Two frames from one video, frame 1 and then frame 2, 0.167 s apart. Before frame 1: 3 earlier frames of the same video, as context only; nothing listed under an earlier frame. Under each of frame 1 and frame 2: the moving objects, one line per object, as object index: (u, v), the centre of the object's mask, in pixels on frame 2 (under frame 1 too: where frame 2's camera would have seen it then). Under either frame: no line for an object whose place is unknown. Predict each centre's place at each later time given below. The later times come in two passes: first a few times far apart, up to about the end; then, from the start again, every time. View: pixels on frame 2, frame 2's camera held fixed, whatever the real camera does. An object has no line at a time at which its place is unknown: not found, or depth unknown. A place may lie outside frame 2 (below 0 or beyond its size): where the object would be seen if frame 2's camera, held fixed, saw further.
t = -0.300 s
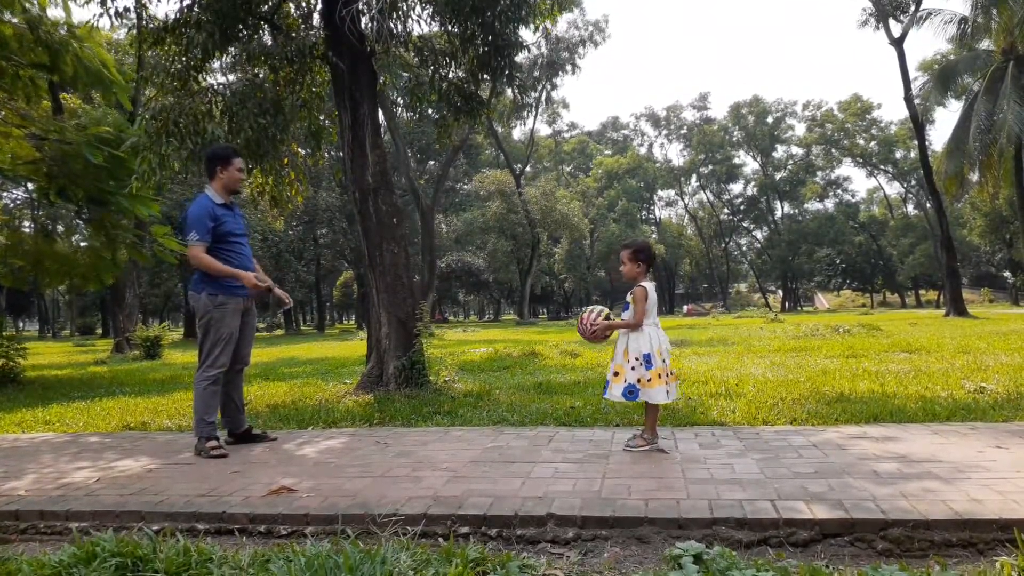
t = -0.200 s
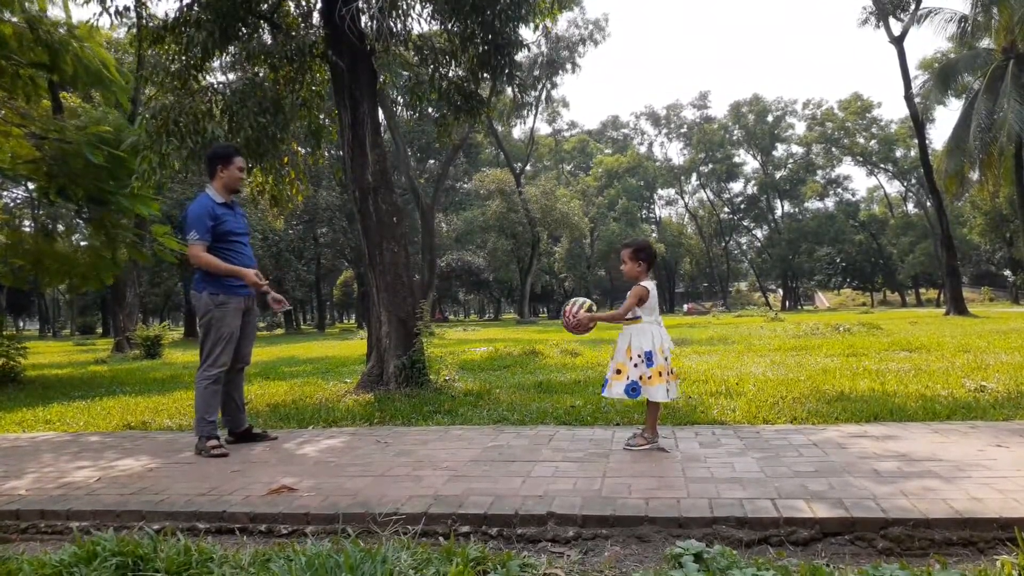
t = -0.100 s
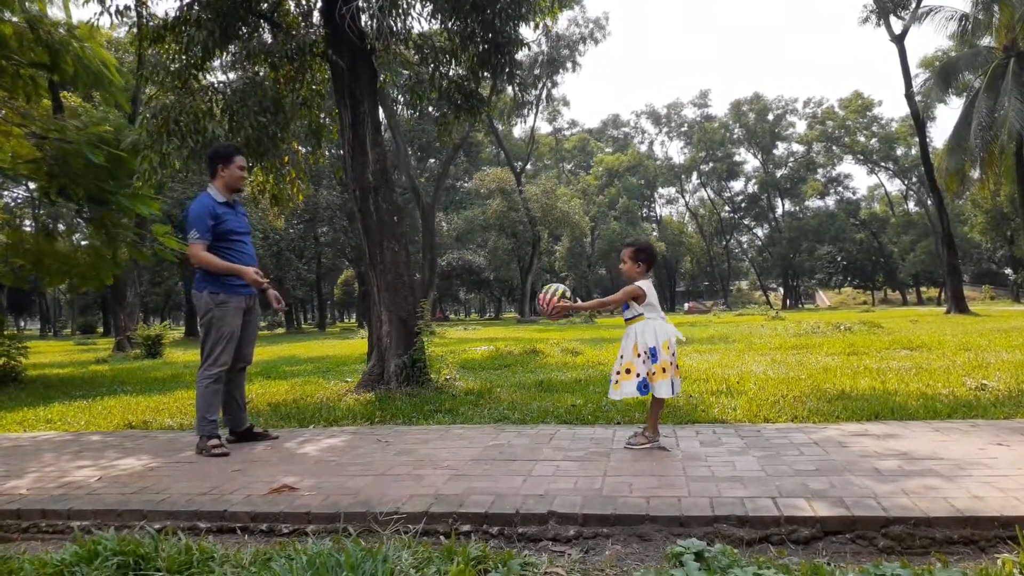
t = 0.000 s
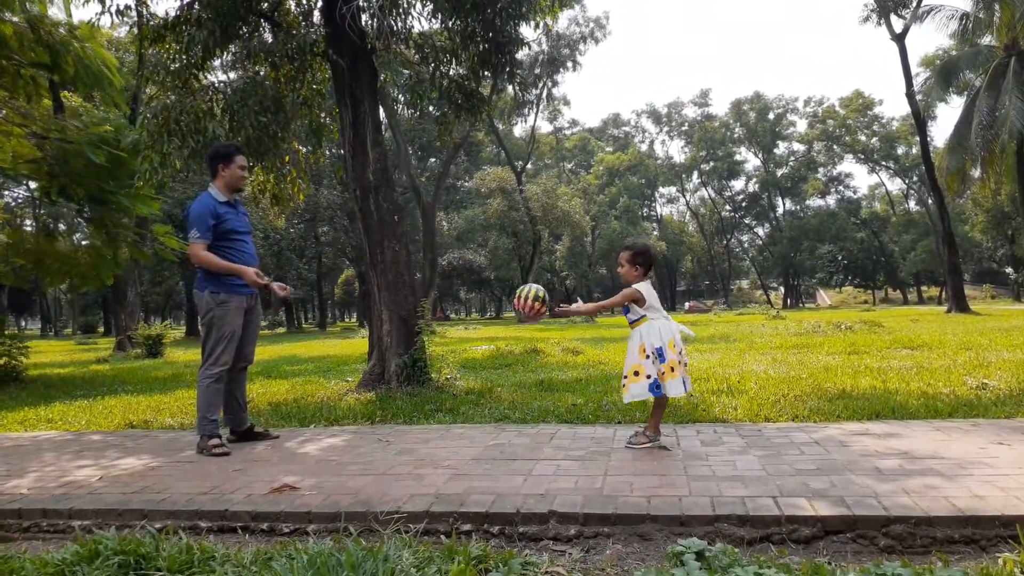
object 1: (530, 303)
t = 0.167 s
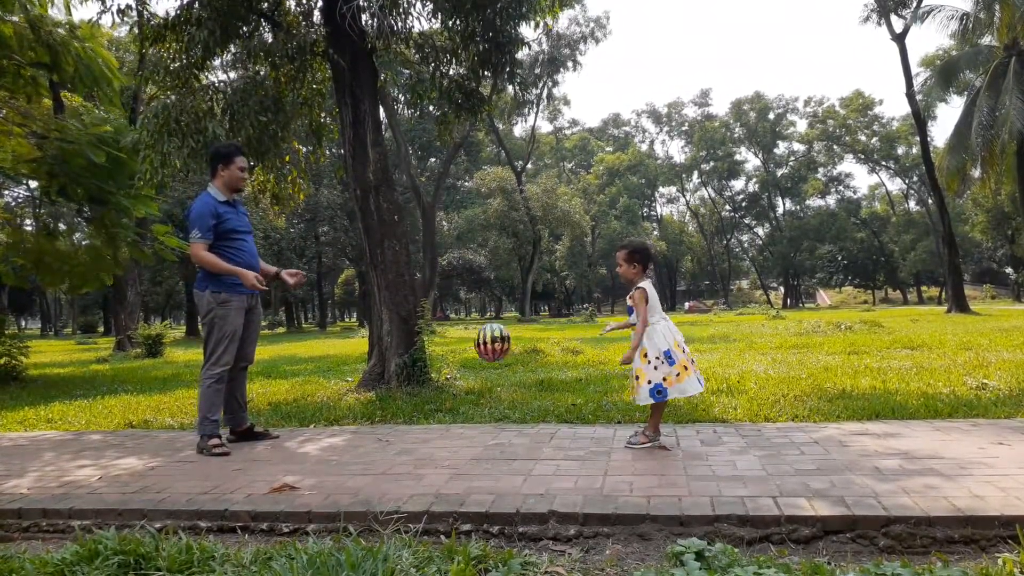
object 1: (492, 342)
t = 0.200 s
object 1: (486, 356)
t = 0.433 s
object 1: (442, 391)
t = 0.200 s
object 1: (486, 356)
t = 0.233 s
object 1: (479, 372)
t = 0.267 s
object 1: (472, 389)
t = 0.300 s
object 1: (466, 410)
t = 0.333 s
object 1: (460, 431)
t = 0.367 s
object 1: (454, 419)
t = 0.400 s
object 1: (448, 404)
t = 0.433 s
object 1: (442, 391)
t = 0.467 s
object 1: (435, 380)
